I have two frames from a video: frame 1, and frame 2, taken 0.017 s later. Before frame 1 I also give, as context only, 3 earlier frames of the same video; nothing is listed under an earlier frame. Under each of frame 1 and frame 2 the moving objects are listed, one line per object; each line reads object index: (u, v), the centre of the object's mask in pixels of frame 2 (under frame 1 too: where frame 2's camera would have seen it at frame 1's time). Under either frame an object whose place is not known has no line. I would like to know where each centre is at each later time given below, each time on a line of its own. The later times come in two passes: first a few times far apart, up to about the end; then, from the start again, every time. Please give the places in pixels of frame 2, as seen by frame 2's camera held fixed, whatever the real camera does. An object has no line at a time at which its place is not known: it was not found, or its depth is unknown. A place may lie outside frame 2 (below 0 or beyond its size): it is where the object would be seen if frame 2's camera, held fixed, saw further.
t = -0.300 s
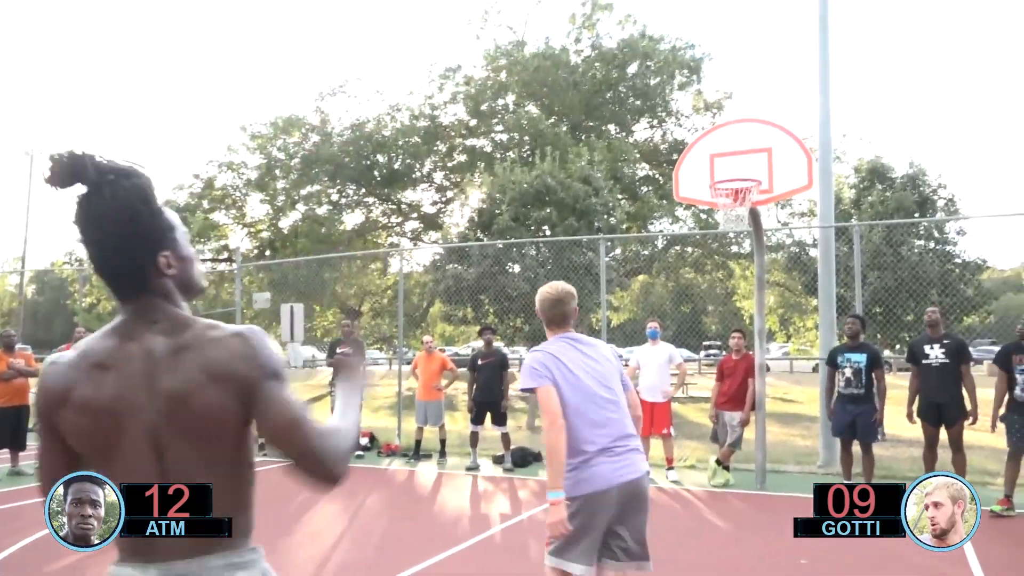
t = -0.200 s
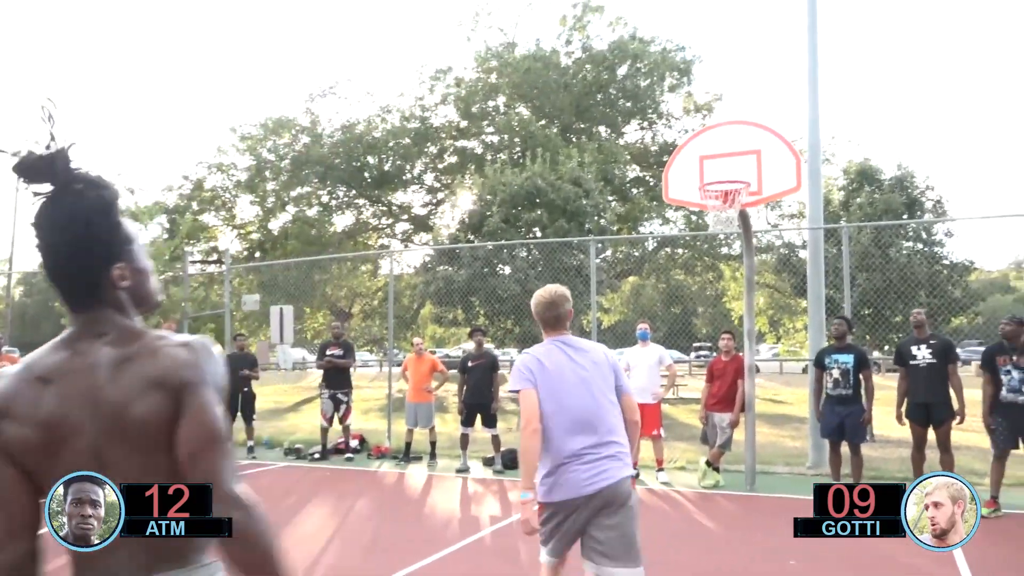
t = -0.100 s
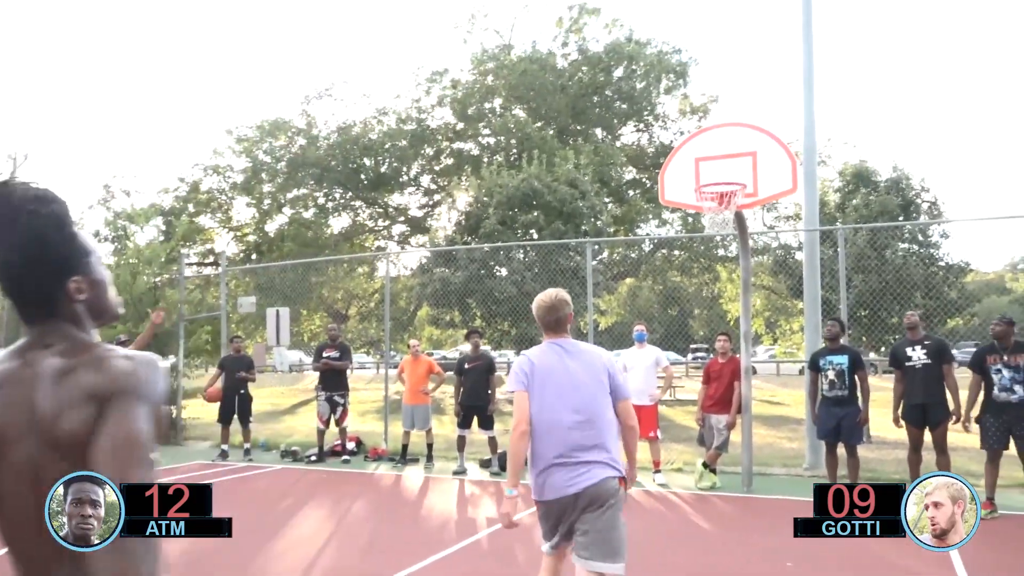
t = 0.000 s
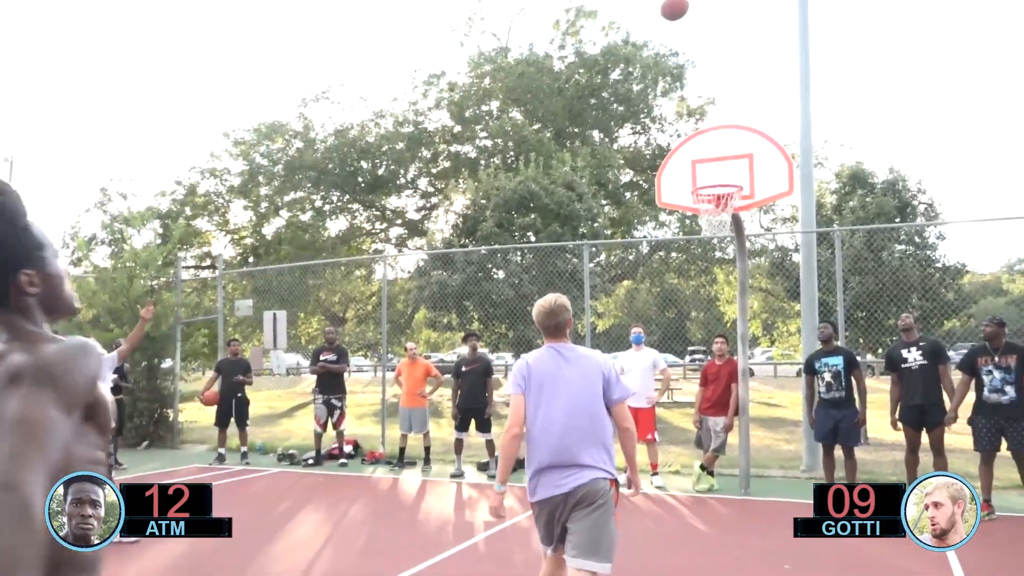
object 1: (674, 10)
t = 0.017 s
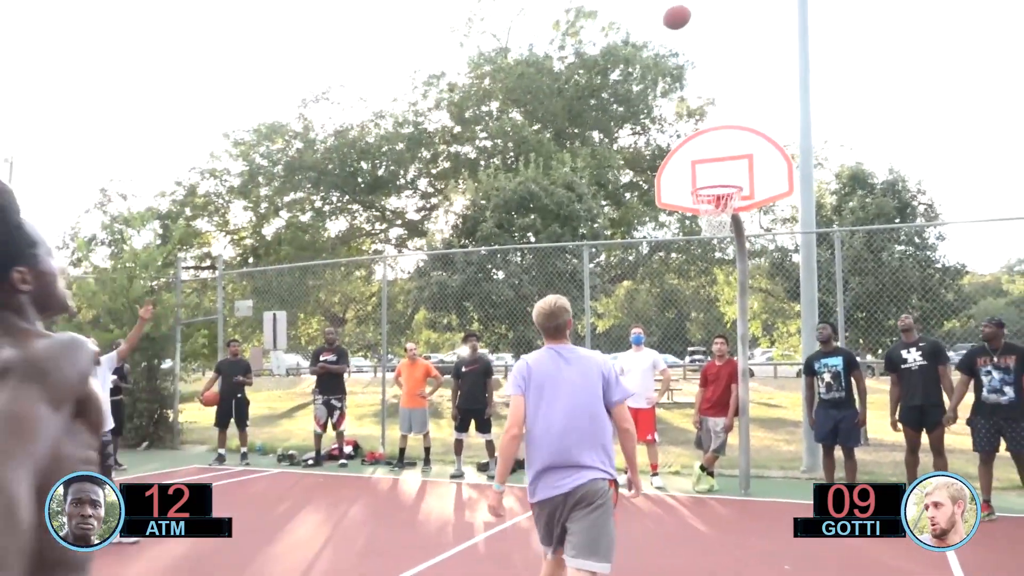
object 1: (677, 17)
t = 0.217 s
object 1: (703, 129)
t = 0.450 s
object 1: (708, 104)
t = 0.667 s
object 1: (704, 29)
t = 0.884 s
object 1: (700, 2)
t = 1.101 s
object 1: (695, 31)
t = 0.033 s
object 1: (679, 26)
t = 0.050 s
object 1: (681, 35)
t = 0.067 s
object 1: (683, 45)
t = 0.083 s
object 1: (686, 54)
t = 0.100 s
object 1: (687, 62)
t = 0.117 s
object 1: (689, 72)
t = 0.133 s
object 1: (691, 79)
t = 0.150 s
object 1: (694, 91)
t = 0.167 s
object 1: (697, 103)
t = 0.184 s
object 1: (699, 110)
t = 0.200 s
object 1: (701, 119)
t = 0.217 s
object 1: (703, 129)
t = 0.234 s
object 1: (705, 139)
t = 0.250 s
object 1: (708, 150)
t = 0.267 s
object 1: (710, 159)
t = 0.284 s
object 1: (711, 170)
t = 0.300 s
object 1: (712, 176)
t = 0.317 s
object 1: (712, 168)
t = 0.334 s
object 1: (712, 159)
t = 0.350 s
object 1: (711, 151)
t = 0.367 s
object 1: (711, 142)
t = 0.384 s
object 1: (711, 135)
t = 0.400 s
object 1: (710, 126)
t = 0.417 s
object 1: (709, 117)
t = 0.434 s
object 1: (709, 110)
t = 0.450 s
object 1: (708, 104)
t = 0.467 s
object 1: (708, 97)
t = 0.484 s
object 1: (708, 91)
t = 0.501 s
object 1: (707, 82)
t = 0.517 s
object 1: (707, 76)
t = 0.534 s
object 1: (707, 70)
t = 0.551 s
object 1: (706, 64)
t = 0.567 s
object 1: (706, 58)
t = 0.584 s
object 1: (706, 53)
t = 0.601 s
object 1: (706, 47)
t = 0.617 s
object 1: (705, 43)
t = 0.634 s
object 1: (705, 38)
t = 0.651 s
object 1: (704, 33)
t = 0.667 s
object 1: (704, 29)
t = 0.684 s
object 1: (704, 26)
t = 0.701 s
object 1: (703, 22)
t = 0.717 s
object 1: (703, 19)
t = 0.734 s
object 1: (703, 16)
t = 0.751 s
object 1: (702, 13)
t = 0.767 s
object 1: (702, 11)
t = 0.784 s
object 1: (702, 8)
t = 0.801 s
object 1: (701, 7)
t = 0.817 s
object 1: (701, 5)
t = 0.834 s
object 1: (701, 4)
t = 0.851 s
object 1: (700, 3)
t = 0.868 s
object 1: (700, 2)
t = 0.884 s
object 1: (700, 2)
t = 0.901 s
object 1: (699, 2)
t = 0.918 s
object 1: (699, 3)
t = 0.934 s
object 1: (699, 4)
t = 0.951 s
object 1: (698, 5)
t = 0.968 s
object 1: (698, 6)
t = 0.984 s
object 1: (697, 8)
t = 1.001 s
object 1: (697, 10)
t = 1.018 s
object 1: (697, 12)
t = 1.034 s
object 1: (696, 15)
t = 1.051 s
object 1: (696, 19)
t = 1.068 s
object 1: (696, 22)
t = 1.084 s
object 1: (695, 26)
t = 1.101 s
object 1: (695, 31)
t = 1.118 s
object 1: (695, 36)
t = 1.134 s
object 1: (694, 41)
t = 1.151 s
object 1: (694, 47)
